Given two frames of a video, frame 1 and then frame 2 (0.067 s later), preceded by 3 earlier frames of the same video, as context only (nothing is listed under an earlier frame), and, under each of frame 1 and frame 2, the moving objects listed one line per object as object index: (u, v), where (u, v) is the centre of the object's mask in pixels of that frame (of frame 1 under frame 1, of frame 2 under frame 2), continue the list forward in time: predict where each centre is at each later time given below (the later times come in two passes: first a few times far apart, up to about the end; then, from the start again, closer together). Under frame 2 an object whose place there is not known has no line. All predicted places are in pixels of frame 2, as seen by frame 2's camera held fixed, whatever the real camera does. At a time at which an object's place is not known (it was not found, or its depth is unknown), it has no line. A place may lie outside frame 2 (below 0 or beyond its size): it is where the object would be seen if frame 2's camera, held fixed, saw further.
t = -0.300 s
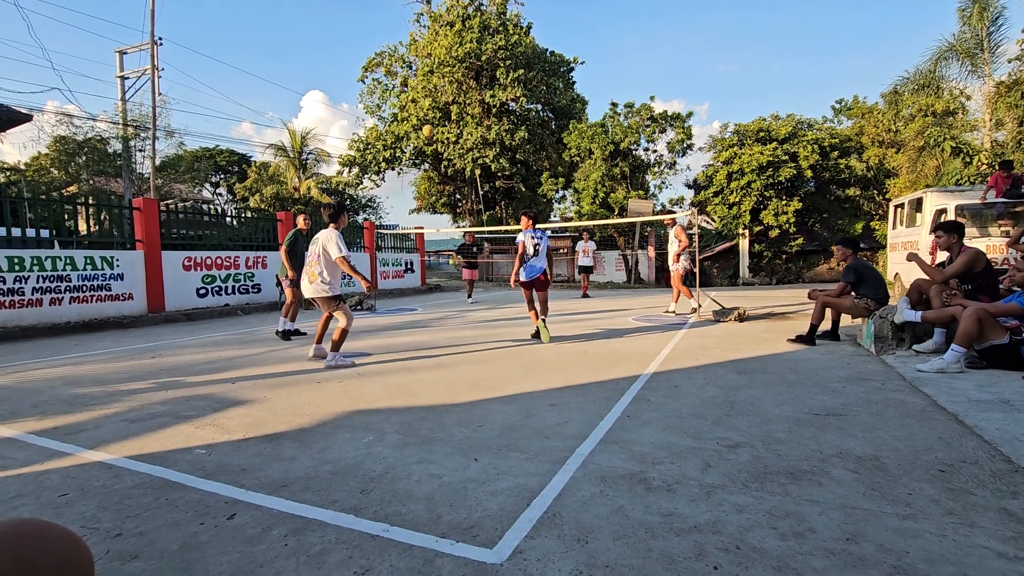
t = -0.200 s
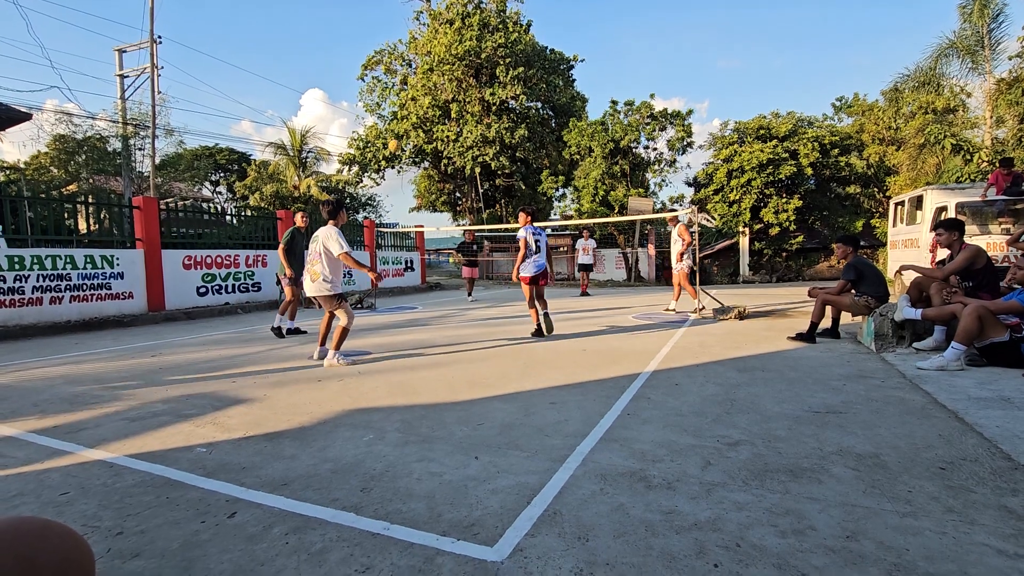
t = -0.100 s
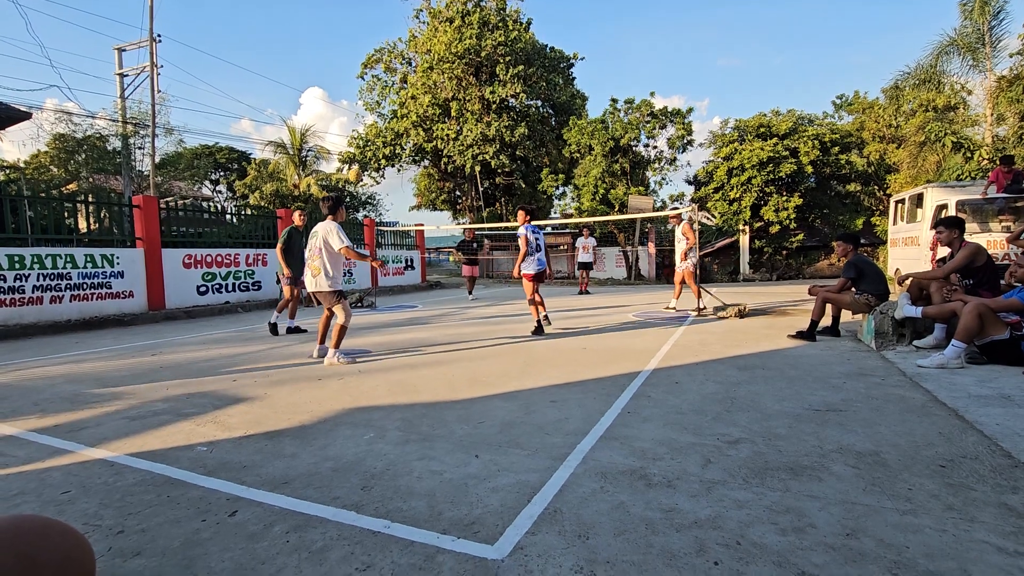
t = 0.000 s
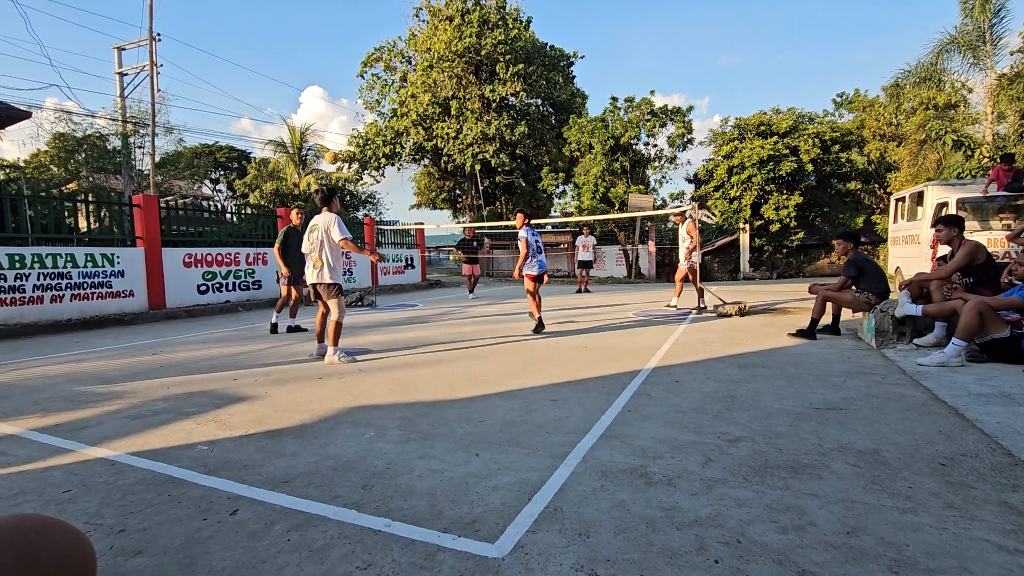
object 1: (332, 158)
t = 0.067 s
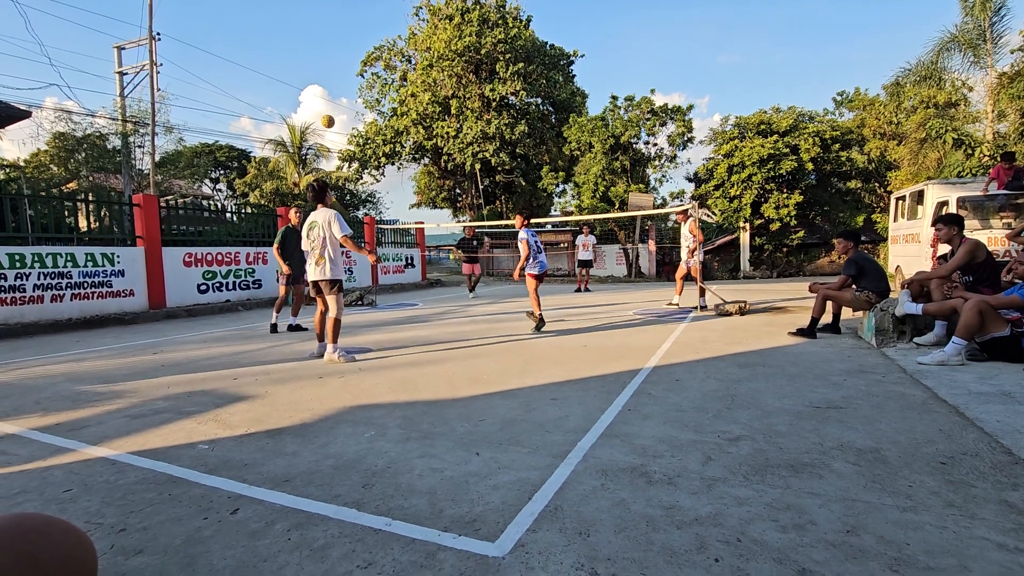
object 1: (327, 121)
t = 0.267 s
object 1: (316, 45)
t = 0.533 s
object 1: (304, 10)
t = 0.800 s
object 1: (298, 45)
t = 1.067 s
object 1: (293, 139)
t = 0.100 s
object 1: (325, 105)
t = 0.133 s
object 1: (323, 91)
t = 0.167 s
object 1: (321, 77)
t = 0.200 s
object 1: (319, 65)
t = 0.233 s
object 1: (317, 54)
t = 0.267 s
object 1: (316, 45)
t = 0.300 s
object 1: (314, 36)
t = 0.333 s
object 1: (312, 29)
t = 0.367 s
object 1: (311, 23)
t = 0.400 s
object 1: (309, 18)
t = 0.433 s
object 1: (308, 14)
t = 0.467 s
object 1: (306, 12)
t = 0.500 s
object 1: (305, 10)
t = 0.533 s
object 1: (304, 10)
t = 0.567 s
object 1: (303, 11)
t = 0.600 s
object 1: (302, 13)
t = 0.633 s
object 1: (301, 15)
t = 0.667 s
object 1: (300, 19)
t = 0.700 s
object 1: (300, 24)
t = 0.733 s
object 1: (299, 30)
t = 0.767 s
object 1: (298, 37)
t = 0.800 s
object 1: (298, 45)
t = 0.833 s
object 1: (297, 54)
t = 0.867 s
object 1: (297, 64)
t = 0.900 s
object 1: (296, 74)
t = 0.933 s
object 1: (296, 85)
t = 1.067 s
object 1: (293, 139)
